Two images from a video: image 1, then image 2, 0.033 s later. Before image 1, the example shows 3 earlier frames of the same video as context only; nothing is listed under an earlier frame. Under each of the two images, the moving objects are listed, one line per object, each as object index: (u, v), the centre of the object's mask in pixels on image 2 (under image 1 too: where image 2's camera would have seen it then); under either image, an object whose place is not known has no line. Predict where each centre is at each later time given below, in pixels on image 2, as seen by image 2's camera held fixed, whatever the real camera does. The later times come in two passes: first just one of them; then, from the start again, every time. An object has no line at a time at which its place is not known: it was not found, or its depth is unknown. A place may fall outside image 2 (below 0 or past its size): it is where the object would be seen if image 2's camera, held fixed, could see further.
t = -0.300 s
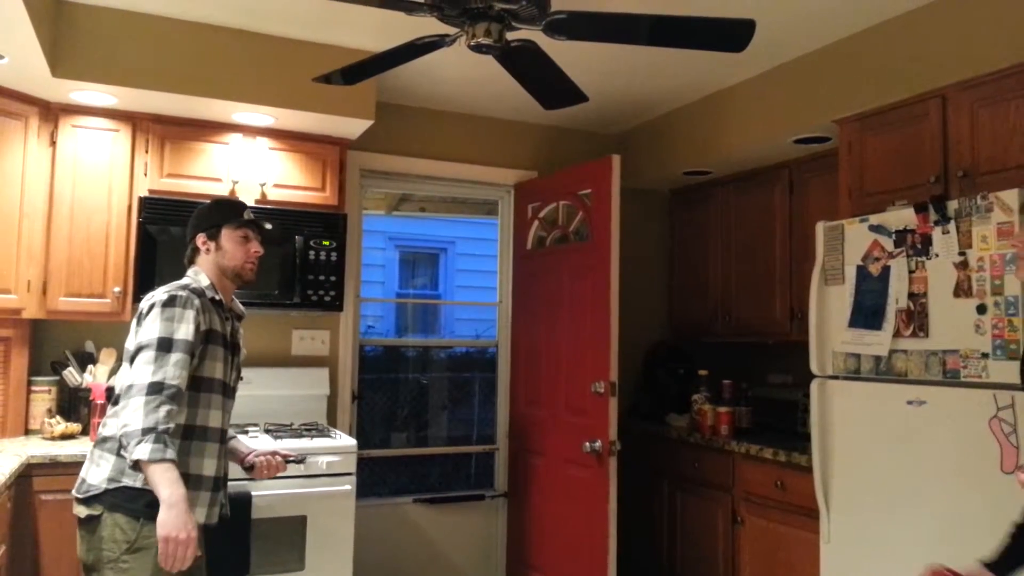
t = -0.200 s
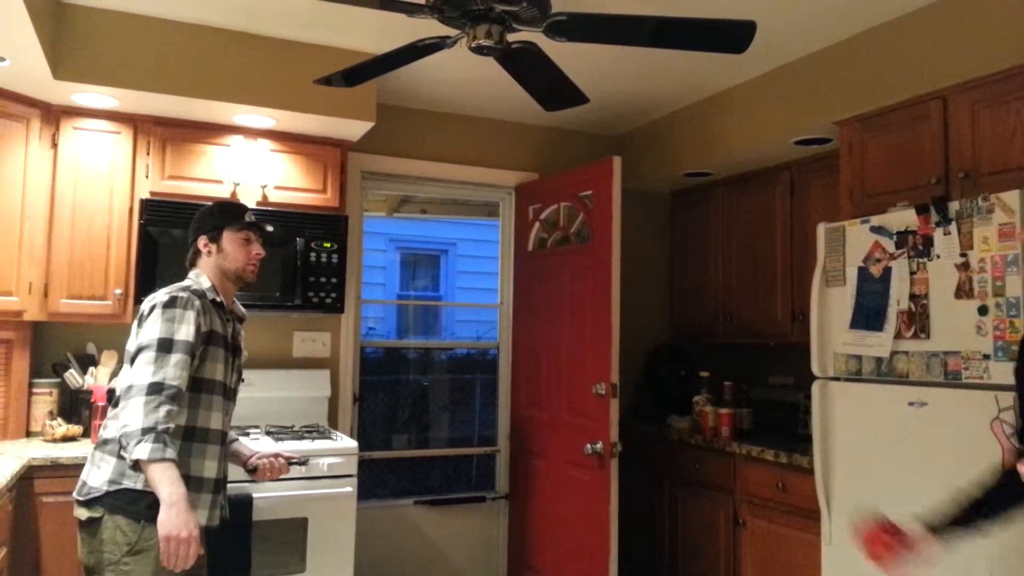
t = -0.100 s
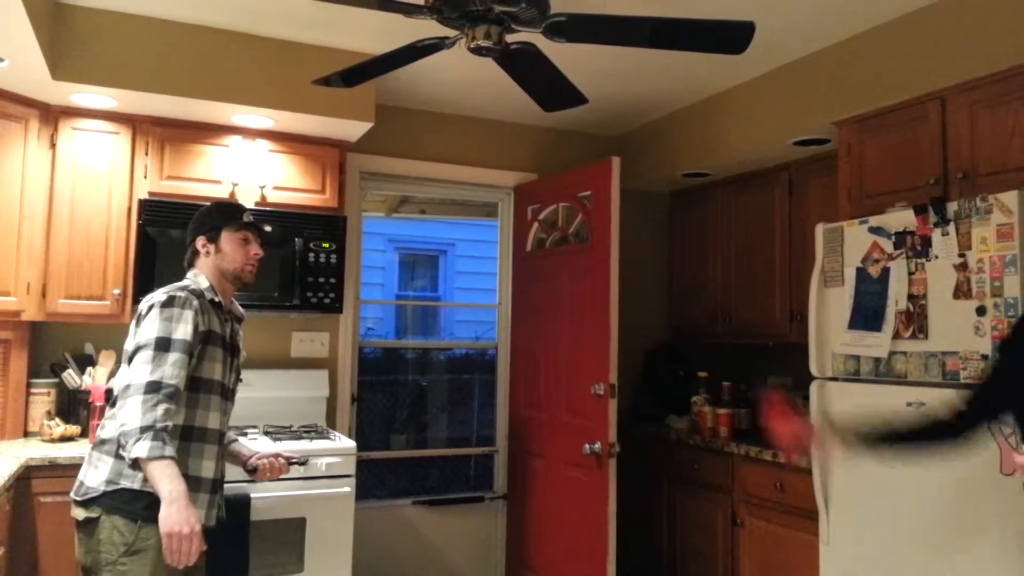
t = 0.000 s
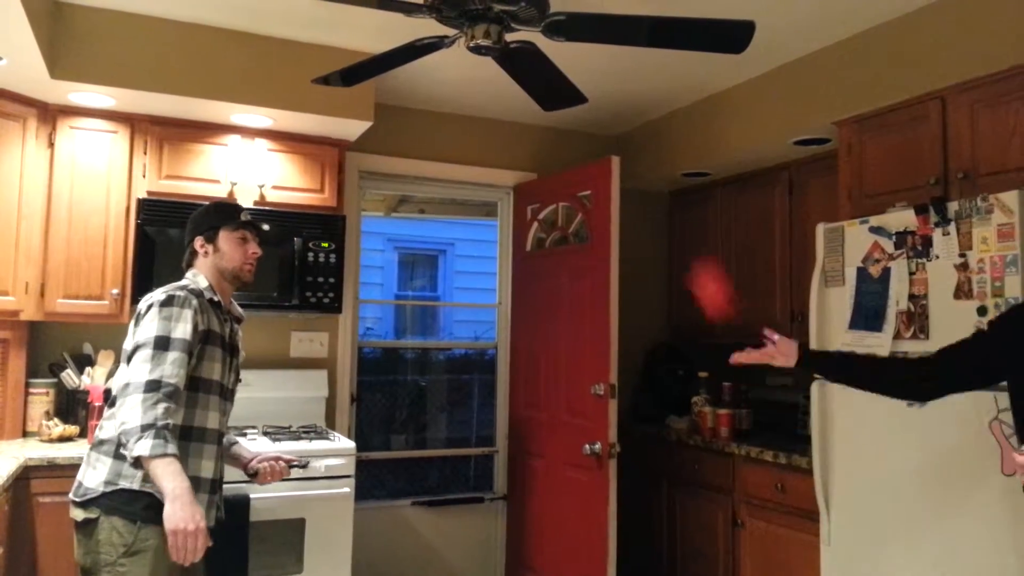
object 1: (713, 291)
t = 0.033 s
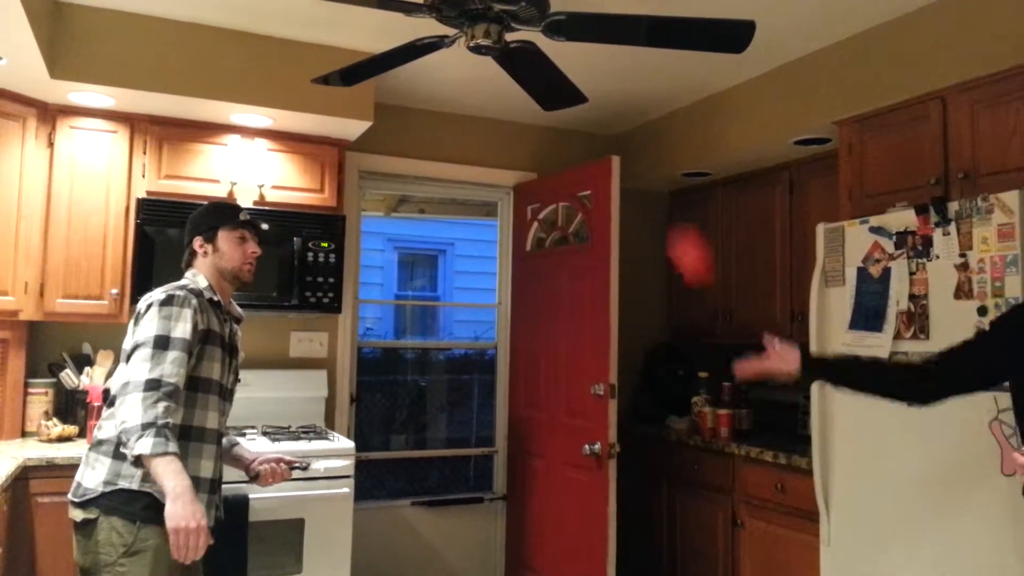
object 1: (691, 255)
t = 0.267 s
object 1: (545, 134)
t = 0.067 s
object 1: (669, 225)
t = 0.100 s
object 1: (648, 199)
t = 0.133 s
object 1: (629, 177)
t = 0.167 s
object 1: (605, 158)
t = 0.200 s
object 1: (585, 147)
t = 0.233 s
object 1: (567, 139)
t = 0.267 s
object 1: (545, 134)
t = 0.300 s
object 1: (525, 134)
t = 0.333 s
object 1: (505, 138)
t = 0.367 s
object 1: (485, 145)
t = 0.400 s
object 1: (467, 154)
